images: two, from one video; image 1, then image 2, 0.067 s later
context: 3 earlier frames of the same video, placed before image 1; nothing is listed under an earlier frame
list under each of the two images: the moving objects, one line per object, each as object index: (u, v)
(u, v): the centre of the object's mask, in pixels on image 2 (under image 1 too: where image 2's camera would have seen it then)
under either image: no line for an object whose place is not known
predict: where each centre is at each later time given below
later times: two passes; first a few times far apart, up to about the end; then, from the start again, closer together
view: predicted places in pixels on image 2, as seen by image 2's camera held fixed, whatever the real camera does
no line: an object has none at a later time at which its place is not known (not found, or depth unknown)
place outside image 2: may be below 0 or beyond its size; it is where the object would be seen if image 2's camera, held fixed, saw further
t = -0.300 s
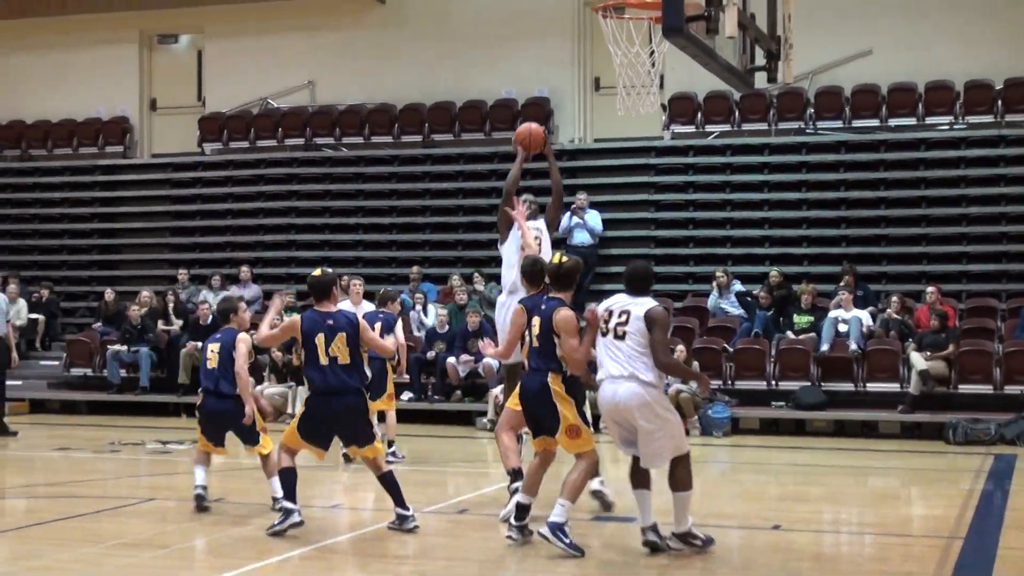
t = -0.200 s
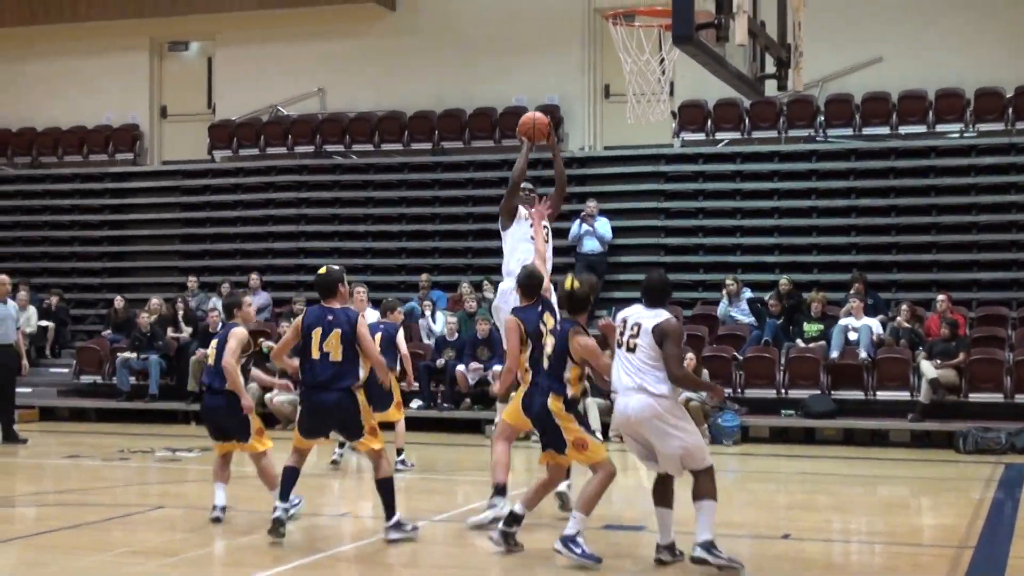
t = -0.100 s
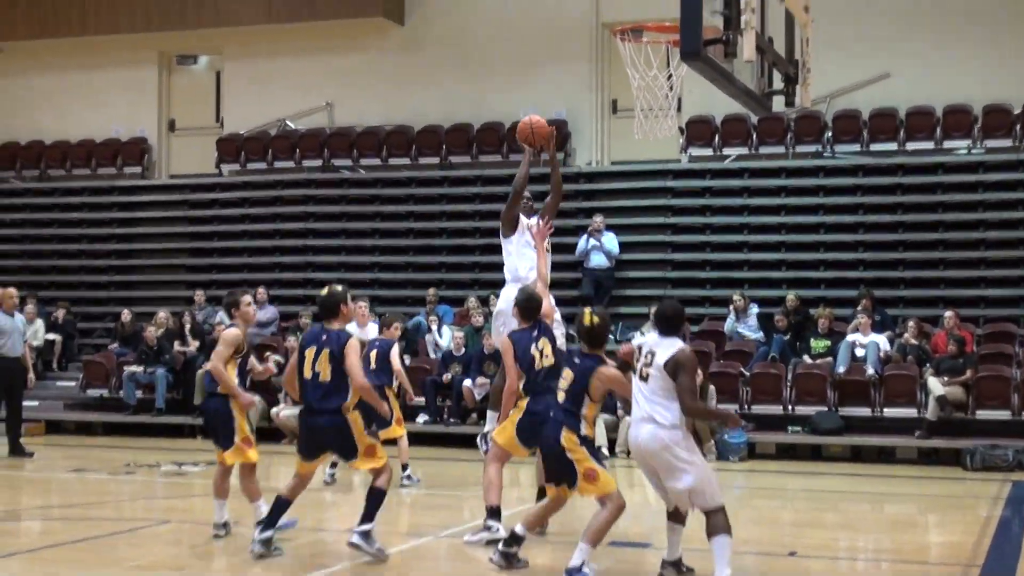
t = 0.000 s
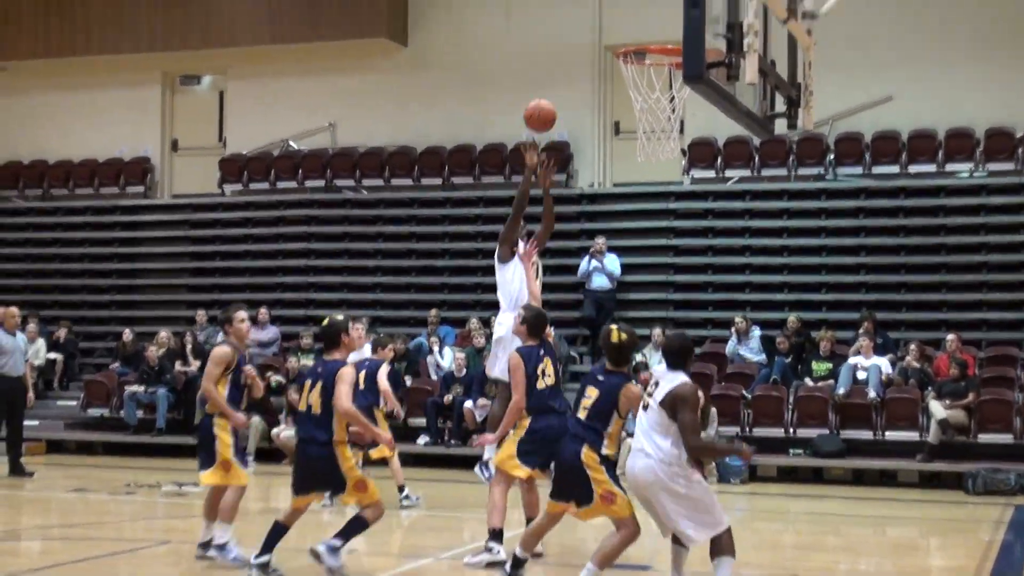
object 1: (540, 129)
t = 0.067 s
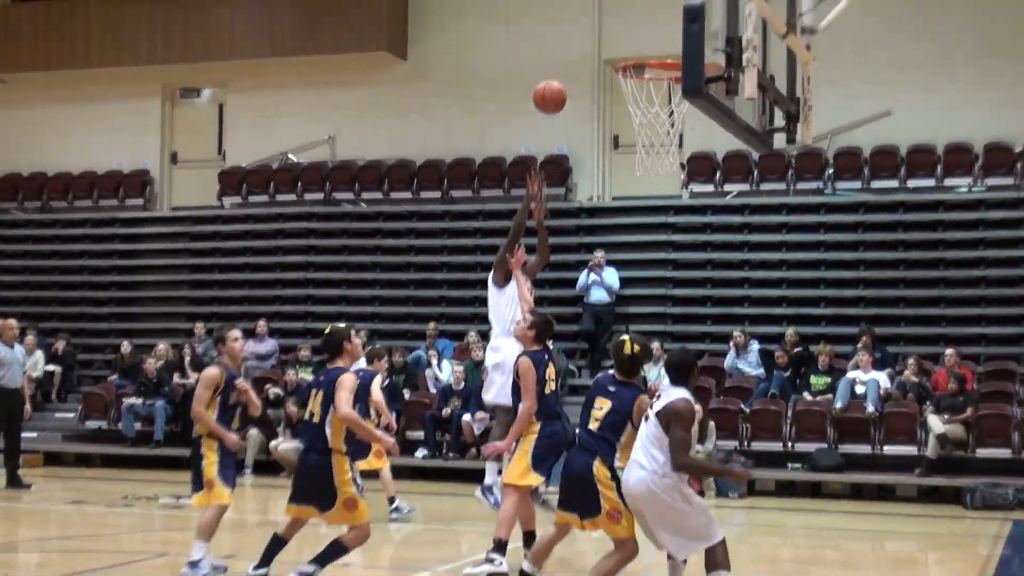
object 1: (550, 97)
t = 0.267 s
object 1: (583, 31)
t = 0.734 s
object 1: (647, 97)
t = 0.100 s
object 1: (555, 83)
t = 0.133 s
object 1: (561, 70)
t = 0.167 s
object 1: (566, 57)
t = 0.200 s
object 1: (572, 47)
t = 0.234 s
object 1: (577, 38)
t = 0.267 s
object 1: (583, 31)
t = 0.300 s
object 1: (589, 24)
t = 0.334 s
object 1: (595, 19)
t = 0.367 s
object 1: (602, 16)
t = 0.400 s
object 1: (609, 13)
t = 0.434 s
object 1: (615, 13)
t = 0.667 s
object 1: (670, 51)
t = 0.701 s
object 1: (662, 84)
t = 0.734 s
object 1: (647, 97)
